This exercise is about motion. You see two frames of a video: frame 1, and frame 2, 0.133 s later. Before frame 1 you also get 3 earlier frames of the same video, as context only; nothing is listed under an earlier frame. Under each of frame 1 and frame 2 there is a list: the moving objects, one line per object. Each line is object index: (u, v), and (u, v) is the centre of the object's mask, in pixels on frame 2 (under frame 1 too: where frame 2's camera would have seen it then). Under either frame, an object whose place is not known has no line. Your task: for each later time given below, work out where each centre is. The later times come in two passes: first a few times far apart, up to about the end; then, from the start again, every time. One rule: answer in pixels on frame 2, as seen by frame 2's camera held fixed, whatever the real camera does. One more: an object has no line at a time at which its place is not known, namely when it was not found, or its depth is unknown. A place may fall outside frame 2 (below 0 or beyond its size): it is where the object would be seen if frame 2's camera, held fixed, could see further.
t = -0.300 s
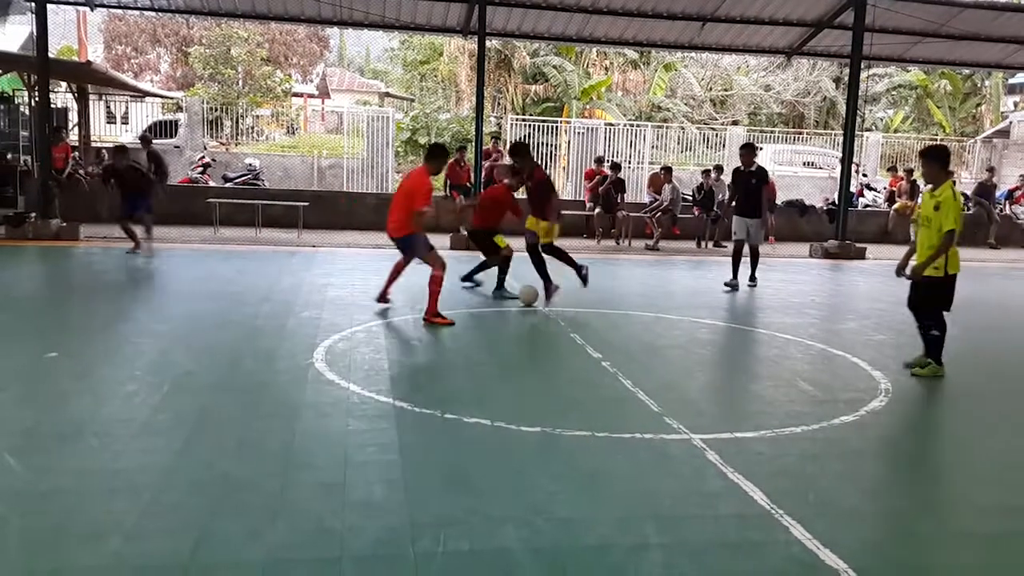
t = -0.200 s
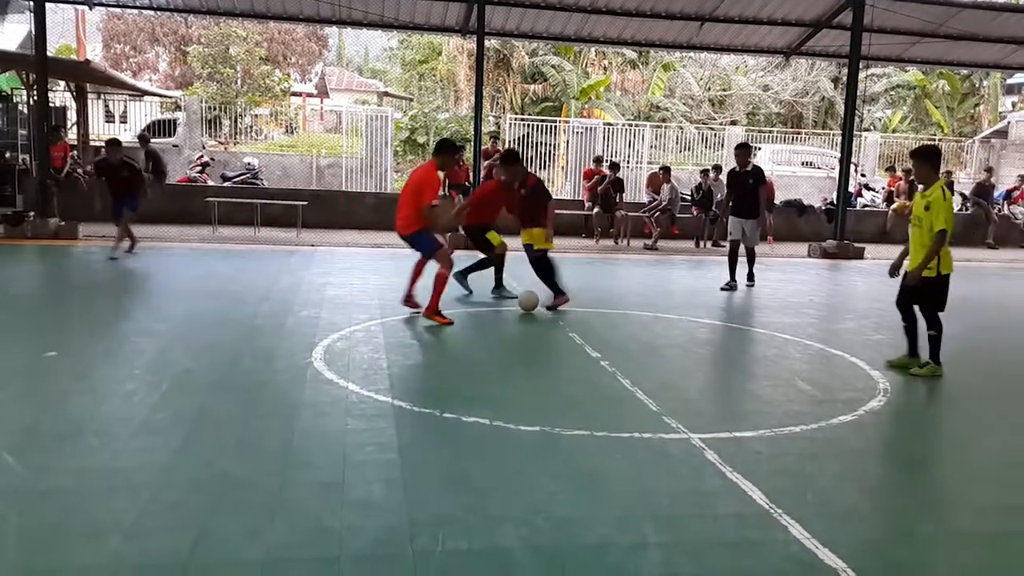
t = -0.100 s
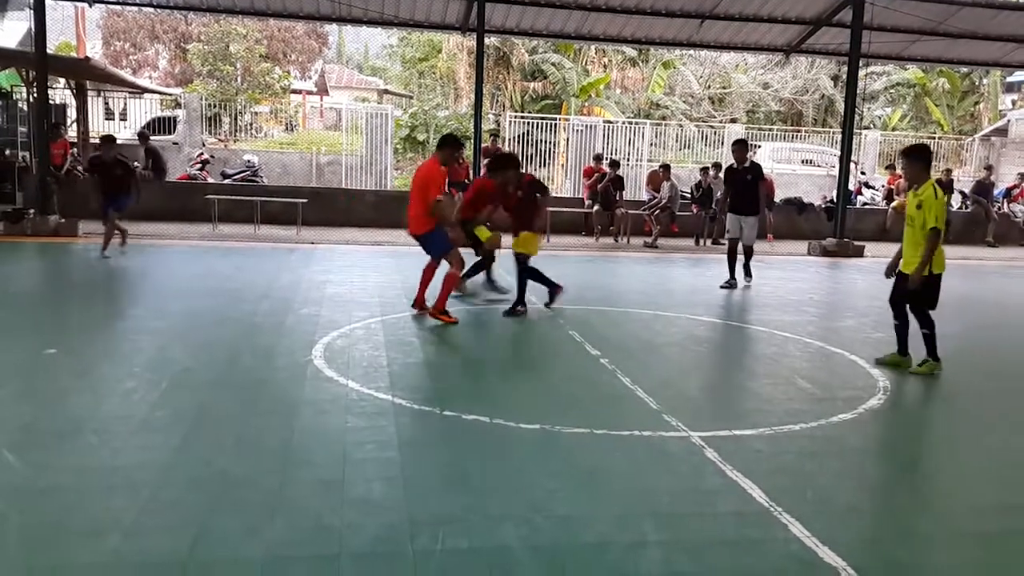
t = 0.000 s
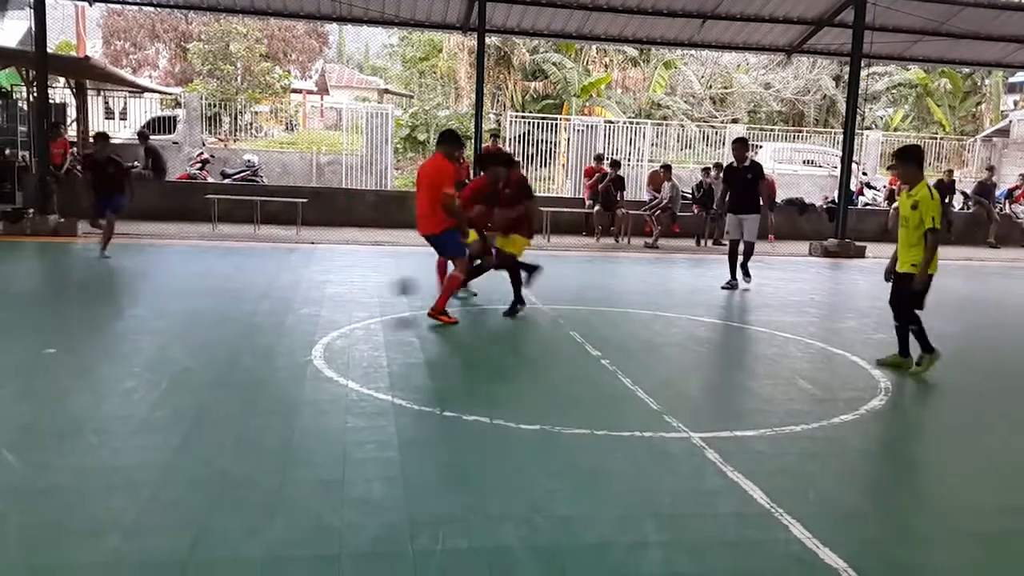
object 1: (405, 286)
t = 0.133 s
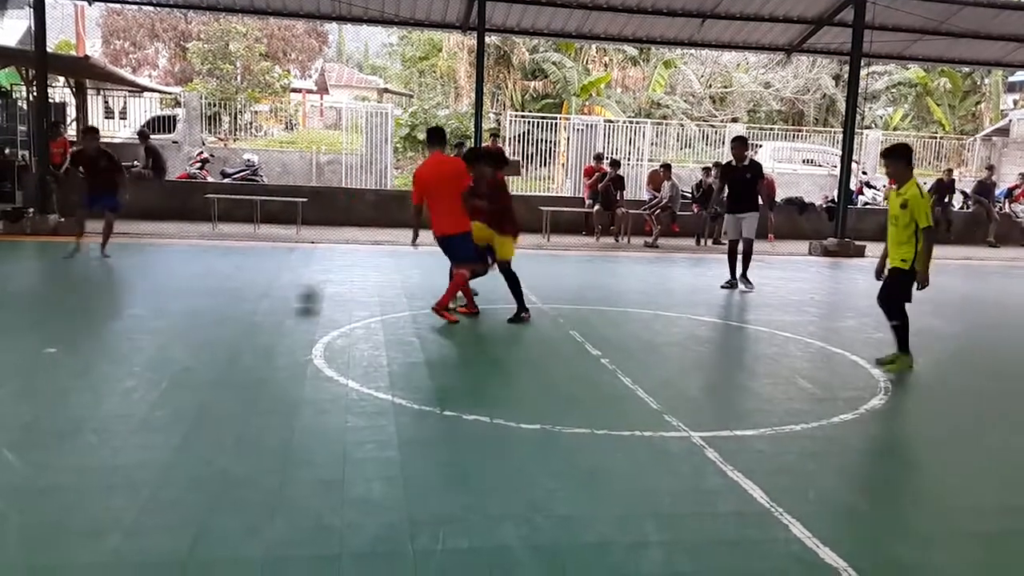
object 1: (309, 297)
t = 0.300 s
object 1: (213, 293)
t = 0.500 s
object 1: (114, 295)
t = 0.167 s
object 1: (290, 294)
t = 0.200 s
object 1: (269, 294)
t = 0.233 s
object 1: (250, 291)
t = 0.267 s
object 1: (232, 292)
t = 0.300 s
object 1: (213, 293)
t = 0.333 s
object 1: (192, 294)
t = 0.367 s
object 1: (175, 294)
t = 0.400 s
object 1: (159, 295)
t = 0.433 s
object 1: (143, 294)
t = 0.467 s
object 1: (129, 295)
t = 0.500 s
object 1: (114, 295)
